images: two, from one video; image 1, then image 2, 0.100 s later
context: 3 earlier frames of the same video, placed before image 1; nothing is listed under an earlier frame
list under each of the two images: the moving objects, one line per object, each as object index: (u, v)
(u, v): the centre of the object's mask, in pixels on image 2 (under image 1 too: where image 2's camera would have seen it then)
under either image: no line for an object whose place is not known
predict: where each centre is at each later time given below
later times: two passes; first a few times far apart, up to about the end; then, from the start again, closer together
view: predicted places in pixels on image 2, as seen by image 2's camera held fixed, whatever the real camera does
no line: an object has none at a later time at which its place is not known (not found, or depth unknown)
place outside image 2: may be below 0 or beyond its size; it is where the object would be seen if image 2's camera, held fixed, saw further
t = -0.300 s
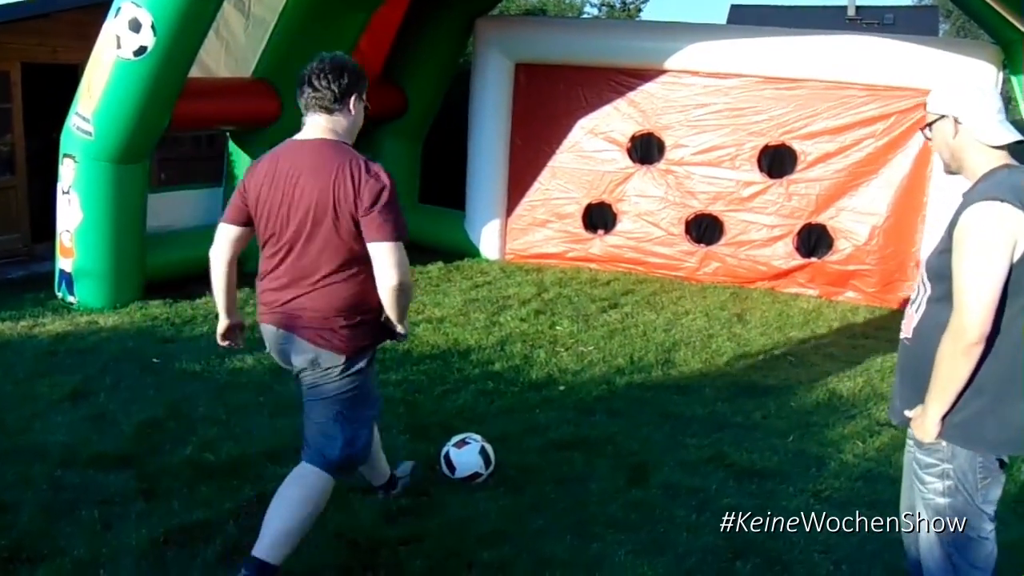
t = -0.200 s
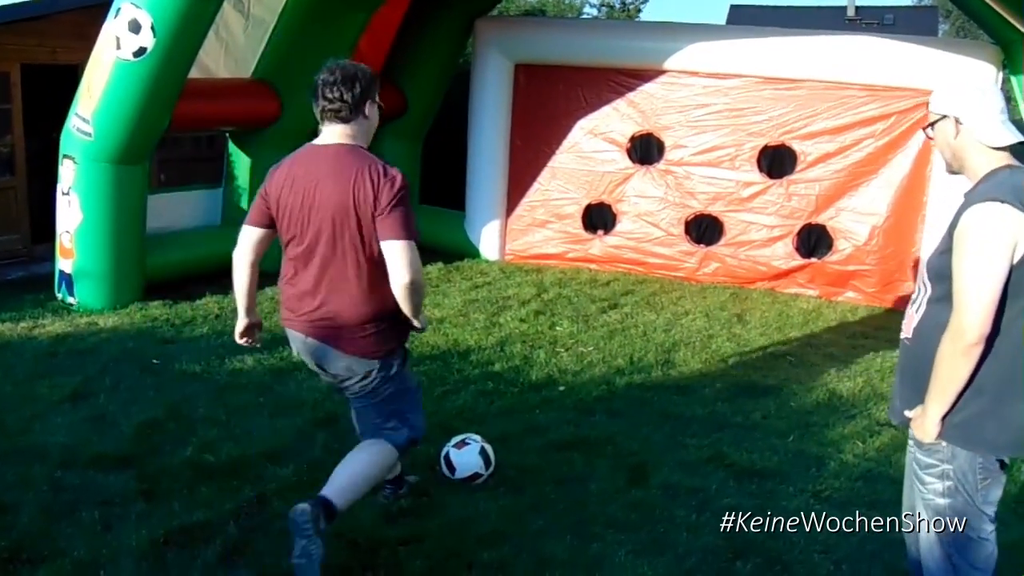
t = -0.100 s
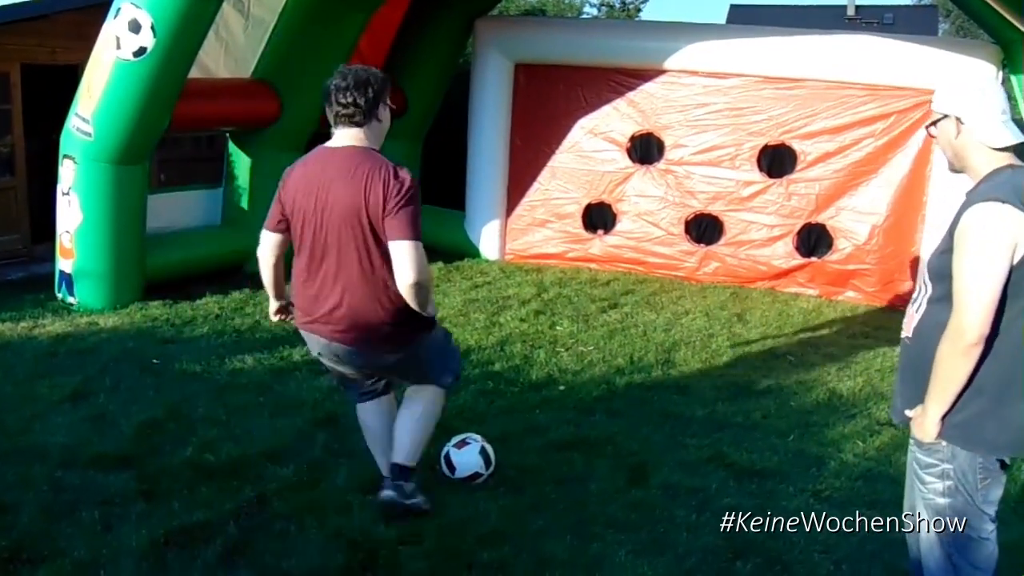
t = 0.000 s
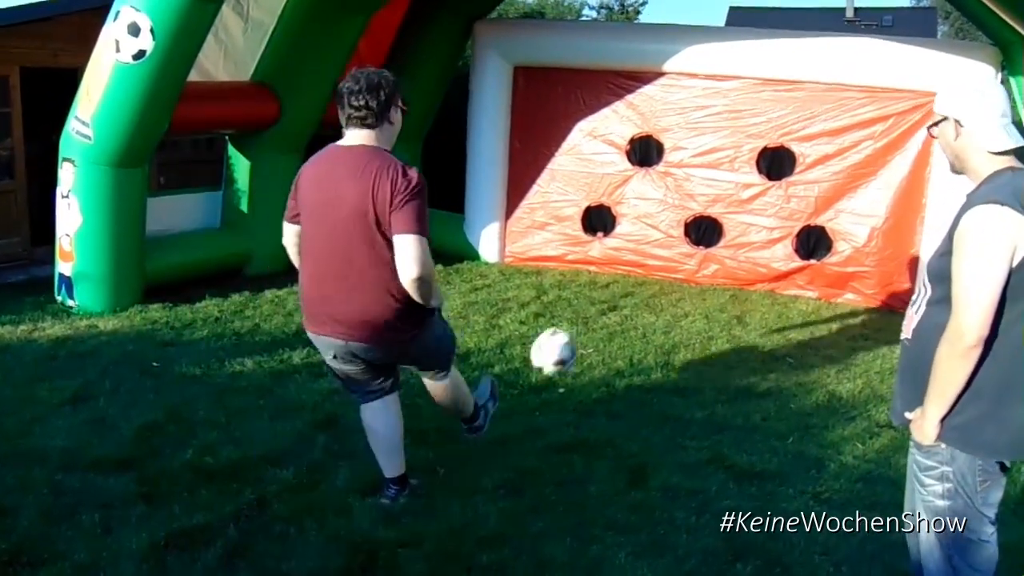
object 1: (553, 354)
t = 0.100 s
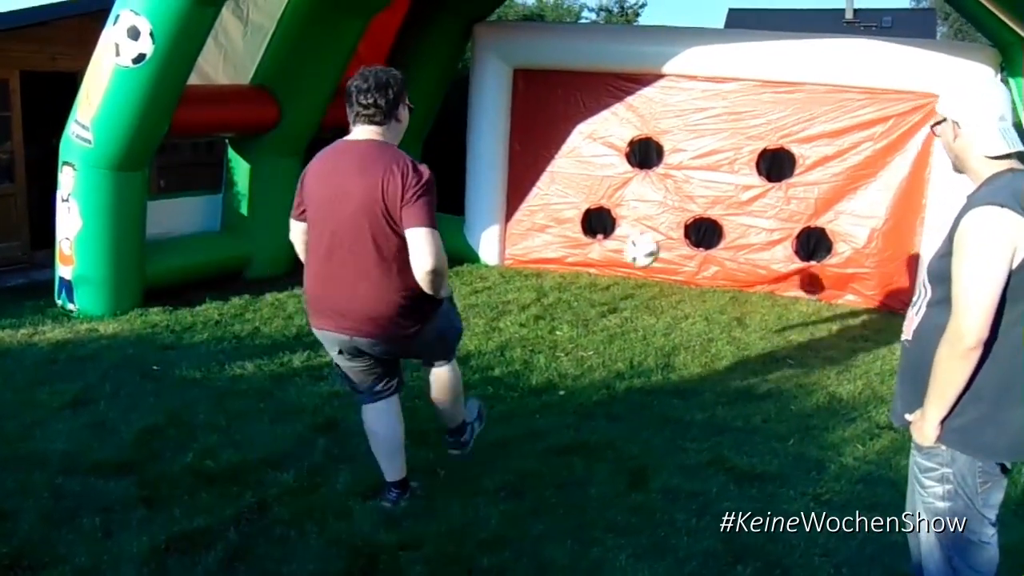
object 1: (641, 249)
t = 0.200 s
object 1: (693, 196)
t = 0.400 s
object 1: (719, 175)
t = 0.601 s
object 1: (715, 210)
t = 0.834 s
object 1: (712, 288)
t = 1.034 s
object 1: (716, 267)
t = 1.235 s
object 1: (718, 290)
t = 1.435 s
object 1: (724, 291)
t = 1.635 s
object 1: (729, 292)
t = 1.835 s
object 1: (733, 293)
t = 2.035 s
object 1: (735, 292)
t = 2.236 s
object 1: (735, 292)
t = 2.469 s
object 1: (734, 292)
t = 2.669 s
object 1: (735, 293)
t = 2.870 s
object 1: (734, 292)
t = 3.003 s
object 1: (734, 293)
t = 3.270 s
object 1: (734, 293)
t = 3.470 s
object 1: (734, 293)
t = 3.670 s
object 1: (734, 293)
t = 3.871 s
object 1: (733, 293)
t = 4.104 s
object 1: (732, 292)
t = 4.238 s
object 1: (731, 292)
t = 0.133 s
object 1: (661, 228)
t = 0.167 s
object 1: (679, 210)
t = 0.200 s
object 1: (693, 196)
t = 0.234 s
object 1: (706, 187)
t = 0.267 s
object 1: (717, 180)
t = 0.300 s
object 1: (720, 176)
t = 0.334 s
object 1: (721, 175)
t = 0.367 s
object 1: (719, 174)
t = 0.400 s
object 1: (719, 175)
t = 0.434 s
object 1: (718, 178)
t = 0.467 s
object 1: (718, 181)
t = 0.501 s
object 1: (717, 186)
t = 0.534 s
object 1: (717, 193)
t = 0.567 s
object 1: (716, 200)
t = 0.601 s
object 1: (715, 210)
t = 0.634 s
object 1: (715, 220)
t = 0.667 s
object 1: (714, 232)
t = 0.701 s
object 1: (713, 244)
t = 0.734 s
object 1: (712, 259)
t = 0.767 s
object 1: (712, 275)
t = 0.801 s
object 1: (712, 290)
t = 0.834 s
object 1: (712, 288)
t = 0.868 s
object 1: (713, 281)
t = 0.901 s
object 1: (713, 276)
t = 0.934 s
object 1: (714, 272)
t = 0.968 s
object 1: (715, 269)
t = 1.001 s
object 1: (715, 267)
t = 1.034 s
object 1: (716, 267)
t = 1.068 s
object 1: (716, 268)
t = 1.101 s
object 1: (716, 270)
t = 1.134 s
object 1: (717, 273)
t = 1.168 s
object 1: (717, 278)
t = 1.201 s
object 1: (718, 285)
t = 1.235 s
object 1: (718, 290)
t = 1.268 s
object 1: (719, 291)
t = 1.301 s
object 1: (720, 289)
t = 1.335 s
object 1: (721, 288)
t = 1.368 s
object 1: (722, 288)
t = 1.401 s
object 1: (723, 289)
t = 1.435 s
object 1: (724, 291)
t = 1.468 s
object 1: (725, 291)
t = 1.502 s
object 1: (726, 291)
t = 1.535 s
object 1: (727, 291)
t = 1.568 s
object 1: (728, 291)
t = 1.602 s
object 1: (728, 292)
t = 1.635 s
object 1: (729, 292)
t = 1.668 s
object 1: (730, 292)
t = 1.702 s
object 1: (731, 292)
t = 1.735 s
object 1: (731, 292)
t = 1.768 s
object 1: (732, 292)
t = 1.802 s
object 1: (733, 292)
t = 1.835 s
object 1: (733, 293)
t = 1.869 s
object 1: (734, 292)
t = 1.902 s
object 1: (734, 292)
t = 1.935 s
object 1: (735, 292)
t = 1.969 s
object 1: (735, 292)
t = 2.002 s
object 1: (735, 292)
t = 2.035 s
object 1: (735, 292)
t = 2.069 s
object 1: (735, 292)
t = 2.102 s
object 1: (736, 292)
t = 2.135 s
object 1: (736, 292)
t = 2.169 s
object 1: (735, 292)
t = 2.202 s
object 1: (736, 292)
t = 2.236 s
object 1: (735, 292)
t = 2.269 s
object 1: (735, 292)
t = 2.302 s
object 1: (735, 292)
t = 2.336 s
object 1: (735, 292)
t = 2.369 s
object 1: (734, 292)
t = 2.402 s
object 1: (735, 292)
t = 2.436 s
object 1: (734, 292)
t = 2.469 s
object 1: (734, 292)
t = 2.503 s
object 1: (734, 292)
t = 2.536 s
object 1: (734, 292)
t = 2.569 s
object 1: (734, 292)
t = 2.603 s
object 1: (734, 292)
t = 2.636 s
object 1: (734, 292)
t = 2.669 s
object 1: (735, 293)
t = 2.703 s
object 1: (734, 293)
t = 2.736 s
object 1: (734, 292)
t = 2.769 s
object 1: (735, 293)
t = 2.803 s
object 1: (734, 293)
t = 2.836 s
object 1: (734, 293)
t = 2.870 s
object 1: (734, 292)
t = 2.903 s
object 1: (734, 293)
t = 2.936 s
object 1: (734, 293)
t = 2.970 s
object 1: (734, 293)
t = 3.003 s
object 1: (734, 293)
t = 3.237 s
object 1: (734, 293)
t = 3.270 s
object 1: (734, 293)
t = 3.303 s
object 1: (734, 293)
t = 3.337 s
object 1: (734, 293)
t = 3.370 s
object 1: (734, 293)
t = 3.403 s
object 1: (734, 293)
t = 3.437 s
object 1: (734, 293)
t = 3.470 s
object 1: (734, 293)
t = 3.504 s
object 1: (734, 293)
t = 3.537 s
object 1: (734, 293)
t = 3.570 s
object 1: (734, 293)
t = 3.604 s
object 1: (734, 293)
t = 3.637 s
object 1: (734, 293)
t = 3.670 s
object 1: (734, 293)
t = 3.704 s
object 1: (734, 293)
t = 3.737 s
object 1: (734, 293)
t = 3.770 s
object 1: (734, 293)
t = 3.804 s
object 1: (734, 293)
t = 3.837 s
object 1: (734, 293)
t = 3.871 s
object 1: (733, 293)
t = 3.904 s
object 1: (733, 293)
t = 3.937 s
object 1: (733, 293)
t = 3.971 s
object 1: (733, 293)
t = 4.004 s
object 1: (733, 293)
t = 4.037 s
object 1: (733, 293)
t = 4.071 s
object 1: (732, 293)
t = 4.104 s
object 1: (732, 292)
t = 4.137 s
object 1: (732, 293)
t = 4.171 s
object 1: (731, 292)
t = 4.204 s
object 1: (731, 292)
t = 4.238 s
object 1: (731, 292)
